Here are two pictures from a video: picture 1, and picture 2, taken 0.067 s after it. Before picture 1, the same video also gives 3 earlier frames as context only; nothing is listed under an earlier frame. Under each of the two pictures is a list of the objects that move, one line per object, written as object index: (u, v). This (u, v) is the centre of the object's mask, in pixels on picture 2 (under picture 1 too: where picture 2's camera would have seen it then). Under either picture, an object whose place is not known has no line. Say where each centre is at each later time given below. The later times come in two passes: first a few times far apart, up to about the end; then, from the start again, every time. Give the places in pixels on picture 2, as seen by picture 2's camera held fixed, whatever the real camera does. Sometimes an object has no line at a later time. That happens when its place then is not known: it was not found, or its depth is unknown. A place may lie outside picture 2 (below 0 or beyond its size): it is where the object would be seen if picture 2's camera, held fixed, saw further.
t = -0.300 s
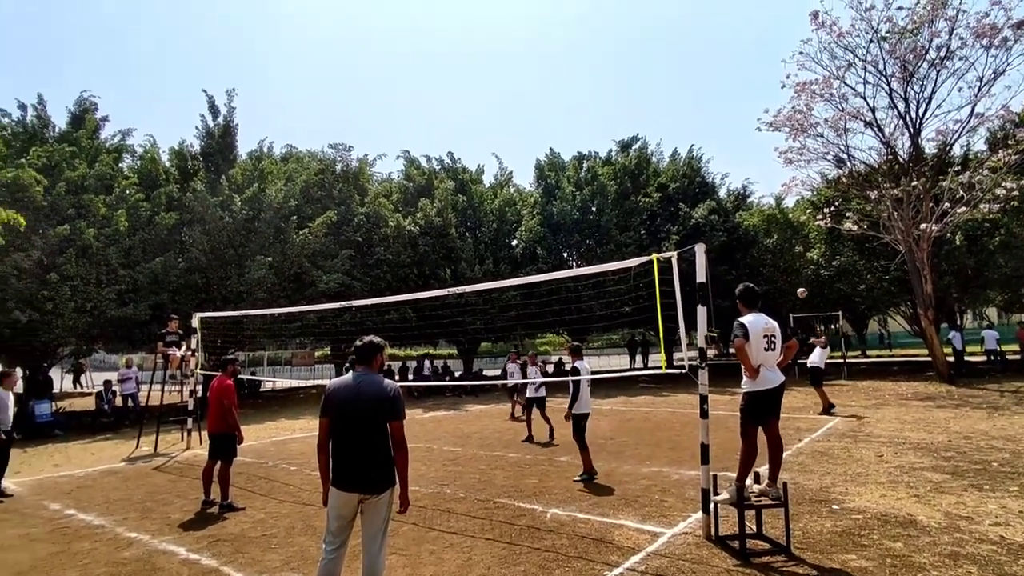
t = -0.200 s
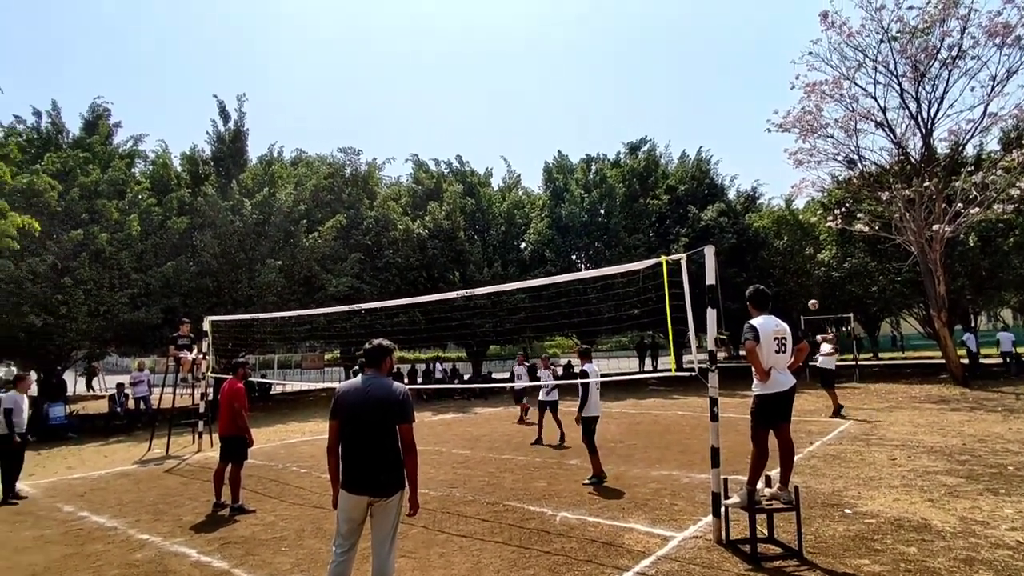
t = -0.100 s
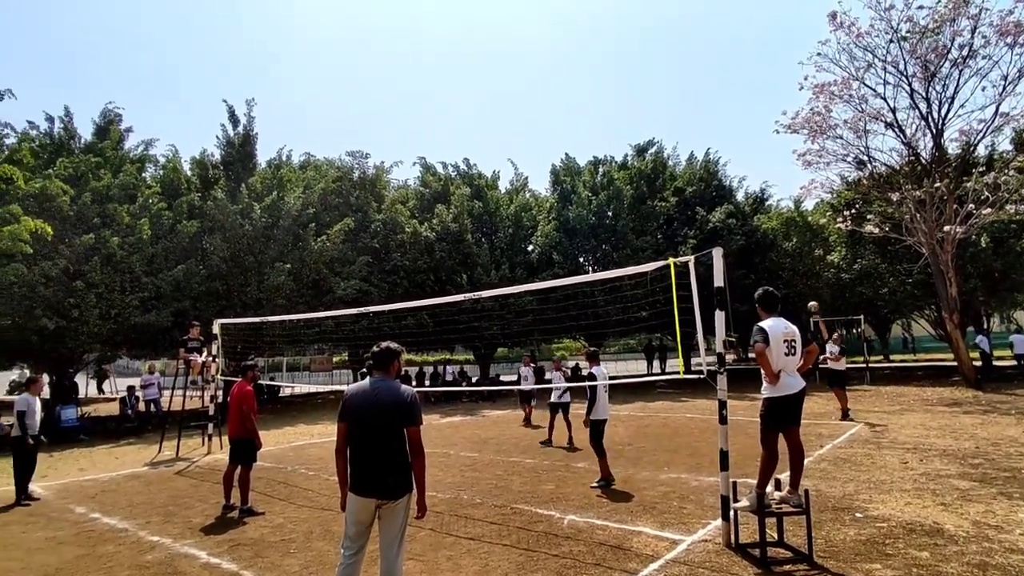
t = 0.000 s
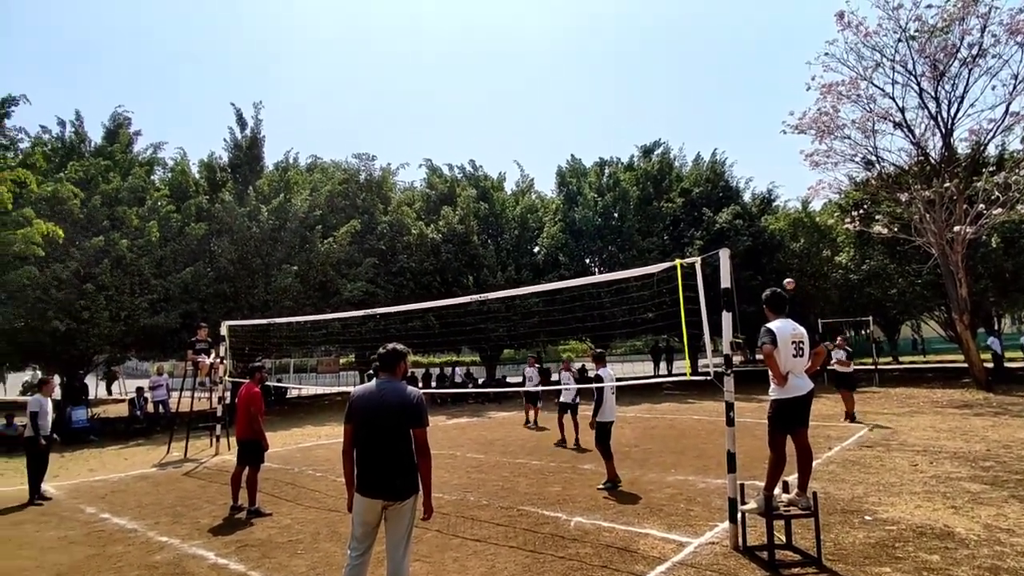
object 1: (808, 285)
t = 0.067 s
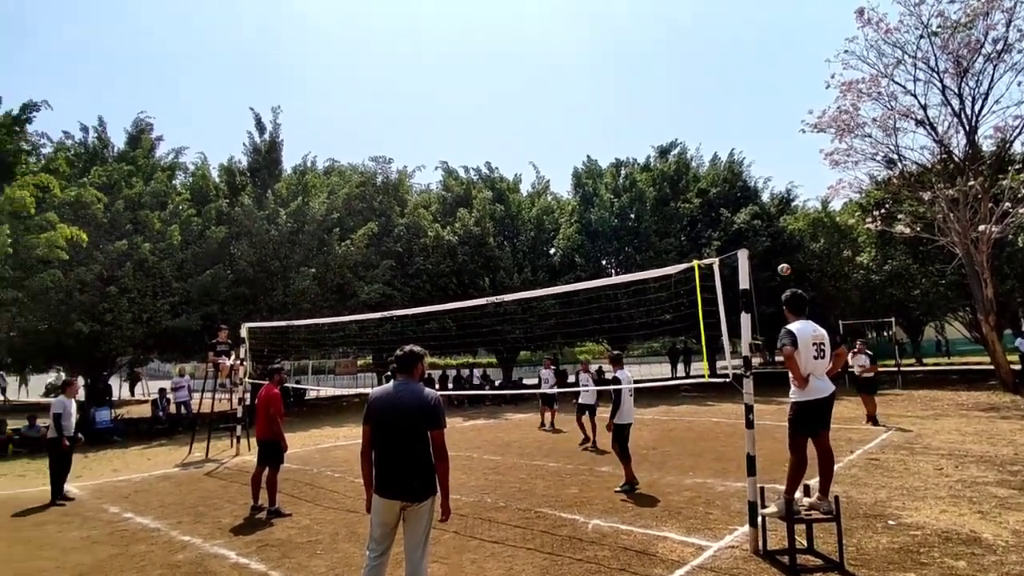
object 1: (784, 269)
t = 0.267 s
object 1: (694, 231)
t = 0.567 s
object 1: (479, 204)
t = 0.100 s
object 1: (771, 262)
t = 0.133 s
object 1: (757, 255)
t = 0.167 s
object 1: (743, 246)
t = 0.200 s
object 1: (728, 242)
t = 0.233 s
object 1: (711, 236)
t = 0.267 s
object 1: (694, 231)
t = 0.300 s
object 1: (676, 226)
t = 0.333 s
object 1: (657, 221)
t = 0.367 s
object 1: (637, 217)
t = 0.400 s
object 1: (615, 214)
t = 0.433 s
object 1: (592, 210)
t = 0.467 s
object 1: (568, 207)
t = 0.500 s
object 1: (541, 205)
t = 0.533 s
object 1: (511, 204)
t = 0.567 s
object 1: (479, 204)
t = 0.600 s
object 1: (444, 206)
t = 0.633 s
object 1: (405, 207)
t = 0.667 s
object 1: (361, 210)
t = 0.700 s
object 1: (312, 215)
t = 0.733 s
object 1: (256, 221)
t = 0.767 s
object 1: (193, 230)
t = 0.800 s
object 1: (118, 242)
